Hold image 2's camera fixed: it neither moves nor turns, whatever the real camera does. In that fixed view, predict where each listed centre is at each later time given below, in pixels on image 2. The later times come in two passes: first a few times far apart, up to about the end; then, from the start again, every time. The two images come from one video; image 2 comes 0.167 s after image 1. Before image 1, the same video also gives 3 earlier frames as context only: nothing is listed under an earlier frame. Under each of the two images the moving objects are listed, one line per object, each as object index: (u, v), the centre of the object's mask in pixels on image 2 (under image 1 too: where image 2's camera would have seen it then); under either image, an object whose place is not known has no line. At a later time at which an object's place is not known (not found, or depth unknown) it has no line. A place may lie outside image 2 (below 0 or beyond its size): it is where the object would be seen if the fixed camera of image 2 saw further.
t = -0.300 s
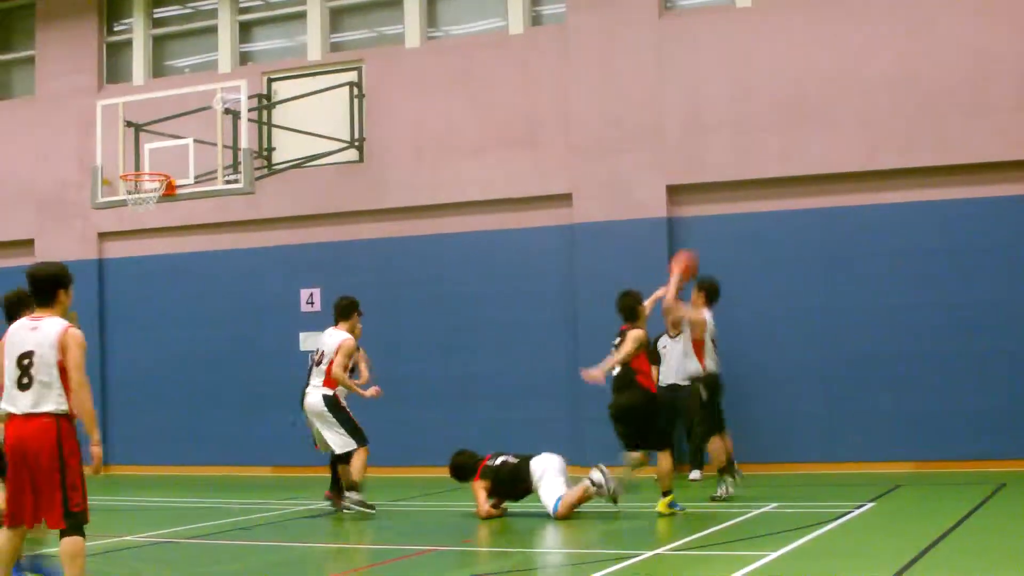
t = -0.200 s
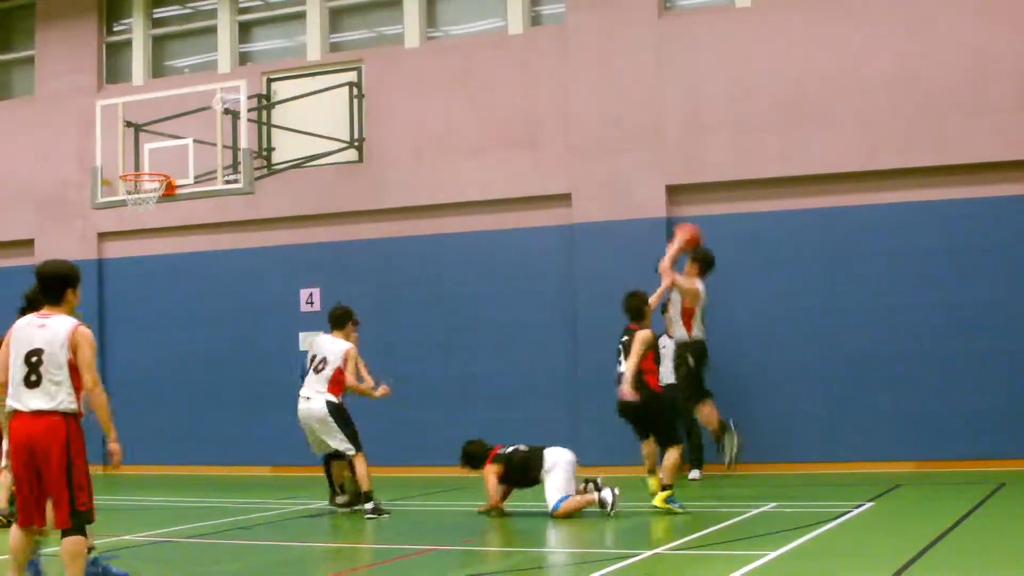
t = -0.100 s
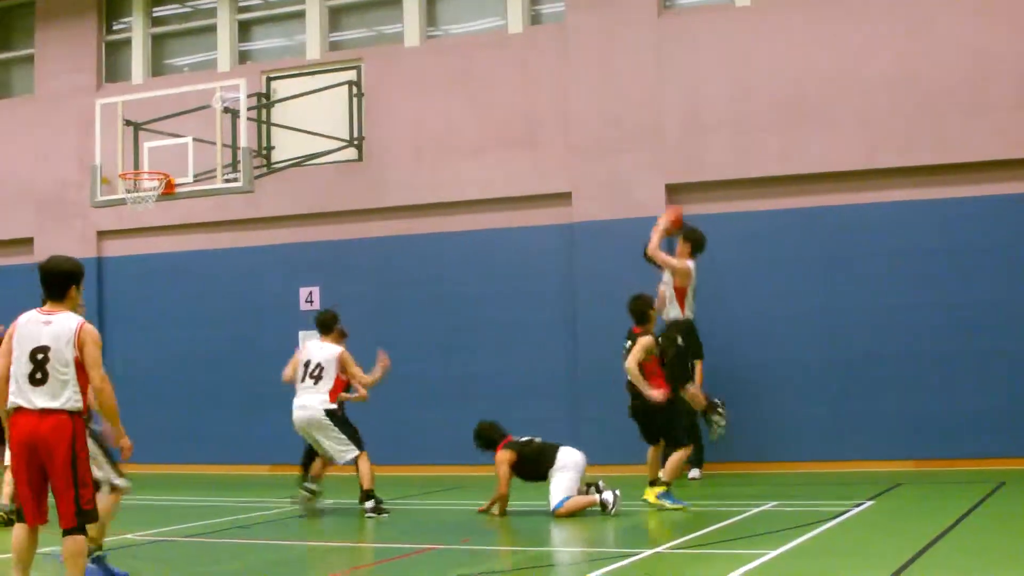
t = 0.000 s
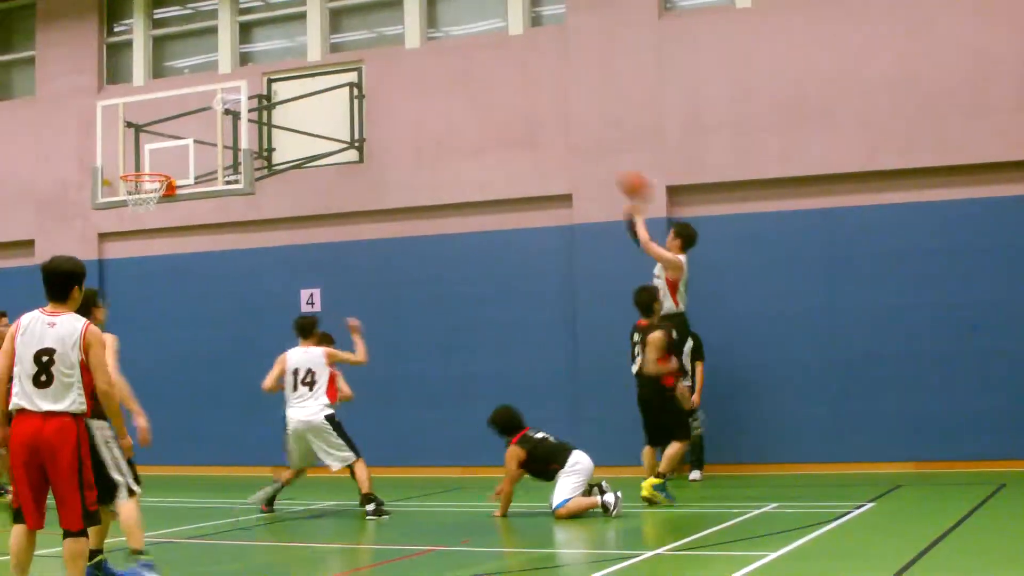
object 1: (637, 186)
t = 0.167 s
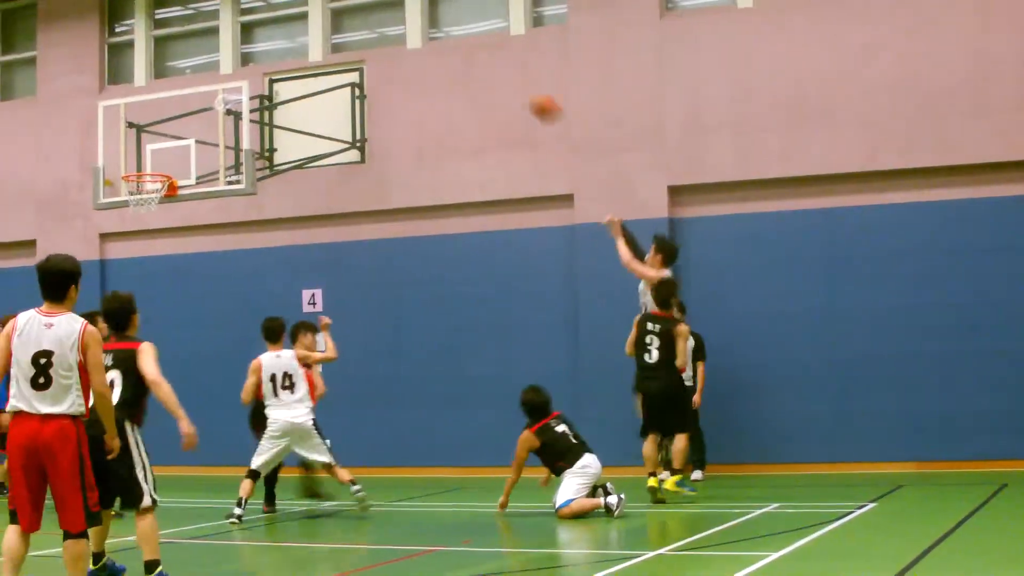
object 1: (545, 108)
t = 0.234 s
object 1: (509, 84)
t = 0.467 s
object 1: (393, 46)
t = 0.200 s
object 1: (527, 94)
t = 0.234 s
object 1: (509, 84)
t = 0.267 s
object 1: (493, 75)
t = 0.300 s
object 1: (475, 68)
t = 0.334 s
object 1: (458, 63)
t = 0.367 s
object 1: (441, 54)
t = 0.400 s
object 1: (425, 51)
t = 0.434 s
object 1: (409, 48)
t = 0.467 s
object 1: (393, 46)
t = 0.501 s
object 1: (376, 46)
